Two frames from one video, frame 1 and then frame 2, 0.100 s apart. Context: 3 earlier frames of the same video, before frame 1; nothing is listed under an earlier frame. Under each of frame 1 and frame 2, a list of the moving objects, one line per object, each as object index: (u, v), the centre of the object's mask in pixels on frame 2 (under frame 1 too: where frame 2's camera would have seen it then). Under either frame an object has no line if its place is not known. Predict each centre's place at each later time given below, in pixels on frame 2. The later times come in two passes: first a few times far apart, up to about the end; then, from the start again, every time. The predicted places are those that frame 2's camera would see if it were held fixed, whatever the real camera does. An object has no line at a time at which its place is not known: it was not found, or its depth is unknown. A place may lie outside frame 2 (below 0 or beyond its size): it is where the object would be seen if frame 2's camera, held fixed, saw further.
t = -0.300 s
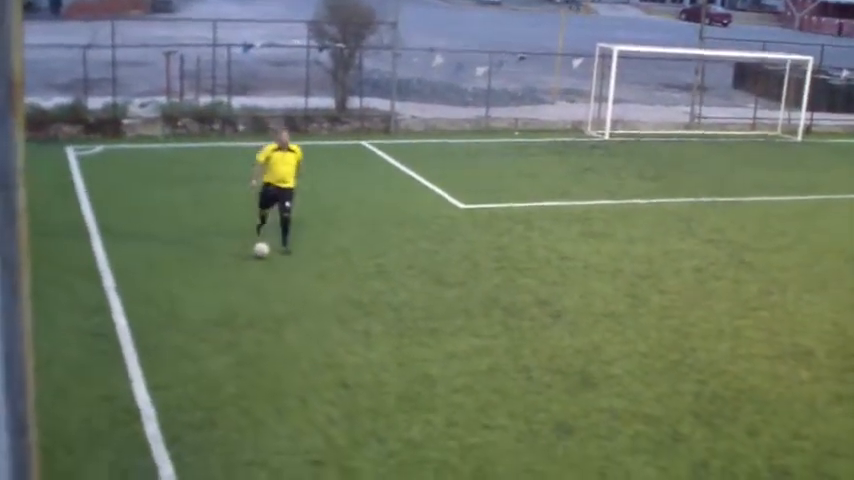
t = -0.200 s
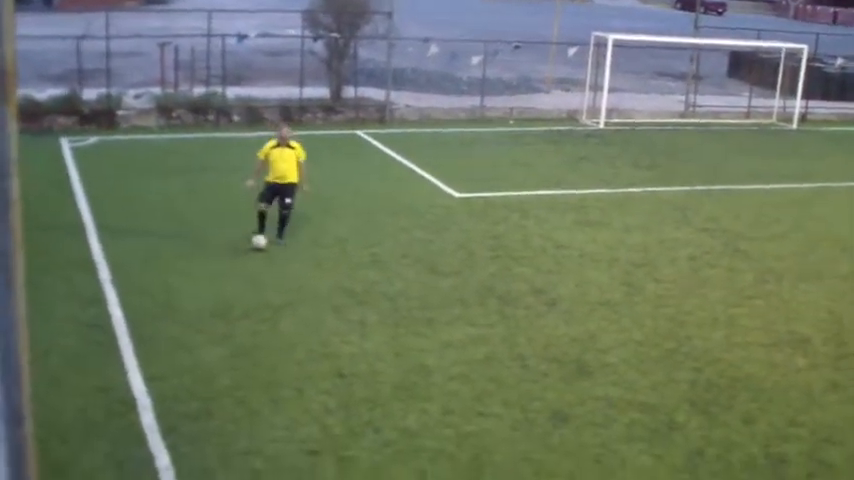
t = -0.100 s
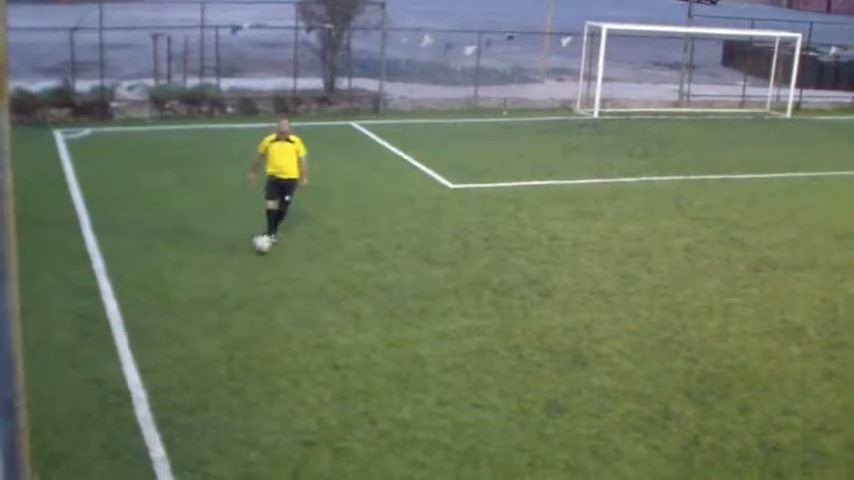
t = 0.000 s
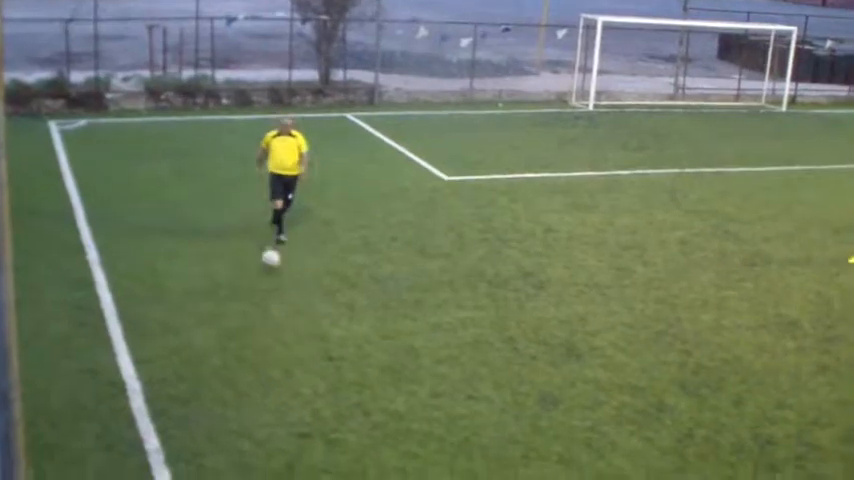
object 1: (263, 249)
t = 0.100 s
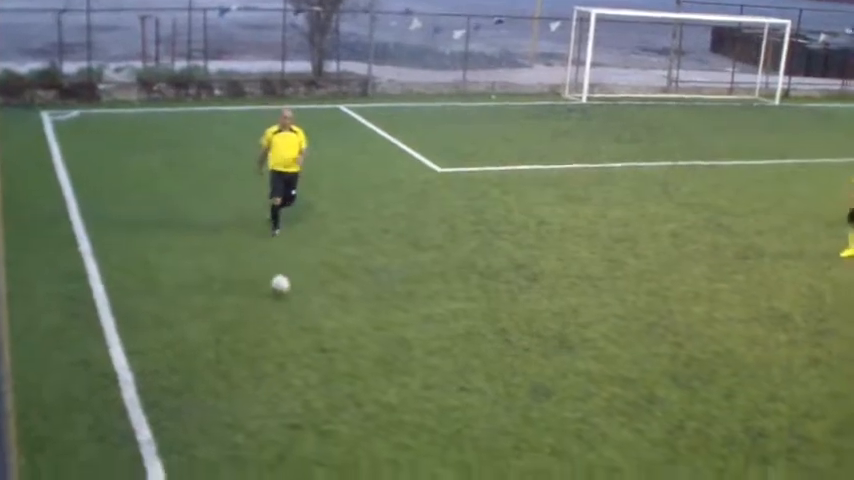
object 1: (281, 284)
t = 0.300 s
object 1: (314, 344)
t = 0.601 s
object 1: (366, 424)
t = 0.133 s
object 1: (285, 297)
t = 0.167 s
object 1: (291, 304)
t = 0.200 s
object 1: (297, 313)
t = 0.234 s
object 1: (301, 322)
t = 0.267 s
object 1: (308, 332)
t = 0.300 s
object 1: (314, 344)
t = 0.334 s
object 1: (320, 354)
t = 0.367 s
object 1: (326, 362)
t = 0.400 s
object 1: (331, 369)
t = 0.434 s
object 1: (337, 379)
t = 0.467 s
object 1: (344, 390)
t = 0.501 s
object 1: (349, 402)
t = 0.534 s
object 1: (355, 411)
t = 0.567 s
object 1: (361, 417)
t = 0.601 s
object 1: (366, 424)
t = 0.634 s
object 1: (372, 433)
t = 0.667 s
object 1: (377, 444)
